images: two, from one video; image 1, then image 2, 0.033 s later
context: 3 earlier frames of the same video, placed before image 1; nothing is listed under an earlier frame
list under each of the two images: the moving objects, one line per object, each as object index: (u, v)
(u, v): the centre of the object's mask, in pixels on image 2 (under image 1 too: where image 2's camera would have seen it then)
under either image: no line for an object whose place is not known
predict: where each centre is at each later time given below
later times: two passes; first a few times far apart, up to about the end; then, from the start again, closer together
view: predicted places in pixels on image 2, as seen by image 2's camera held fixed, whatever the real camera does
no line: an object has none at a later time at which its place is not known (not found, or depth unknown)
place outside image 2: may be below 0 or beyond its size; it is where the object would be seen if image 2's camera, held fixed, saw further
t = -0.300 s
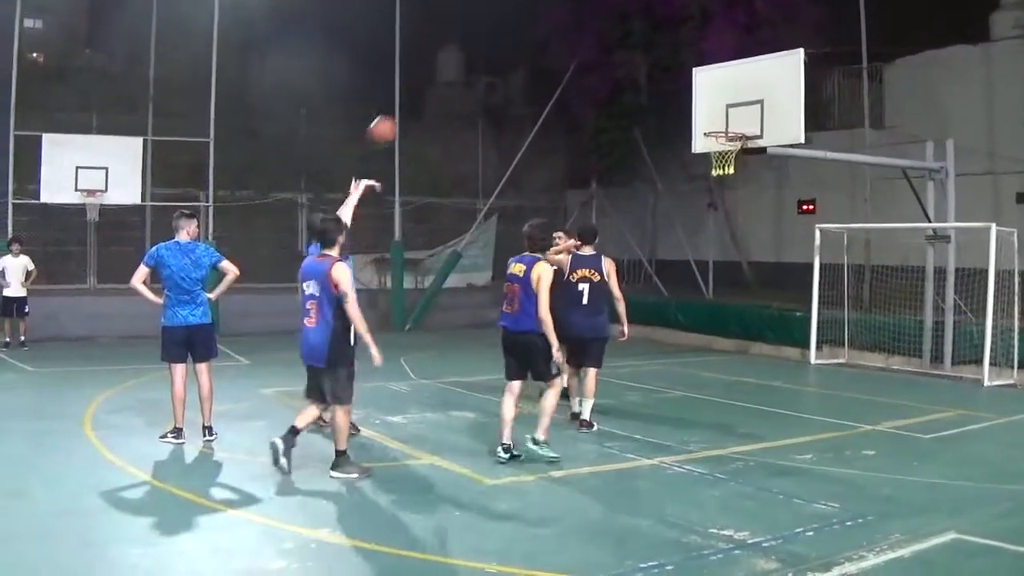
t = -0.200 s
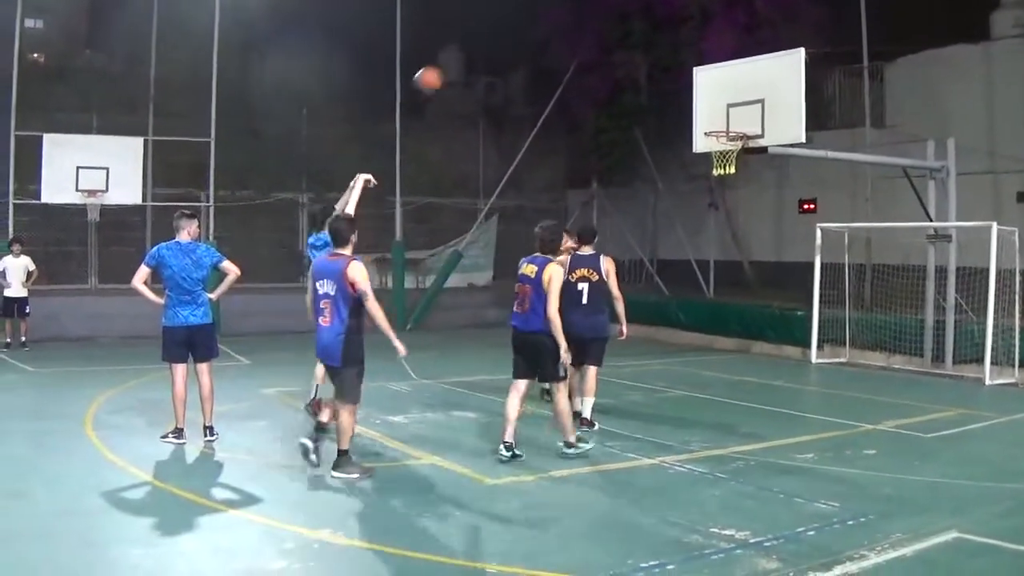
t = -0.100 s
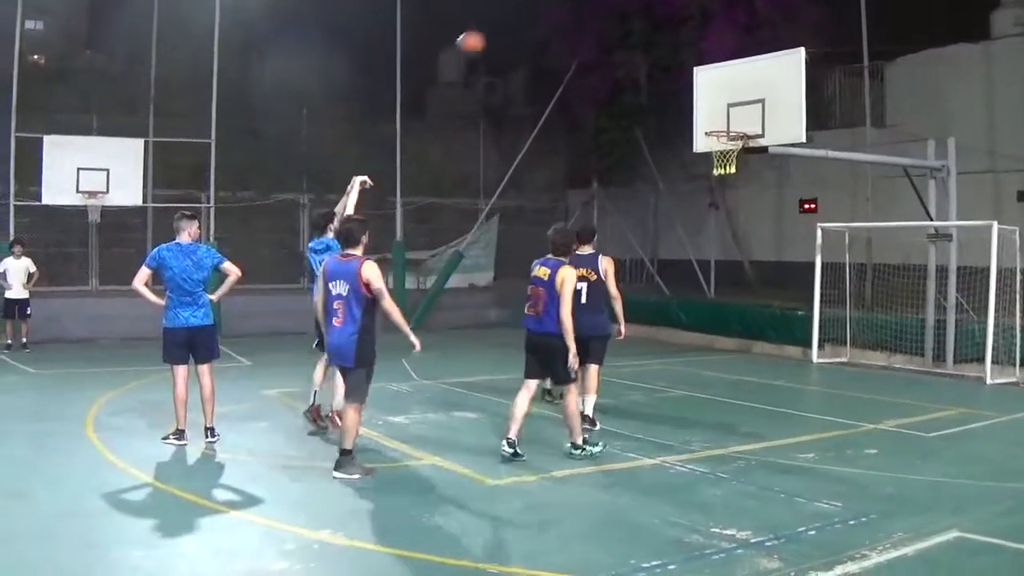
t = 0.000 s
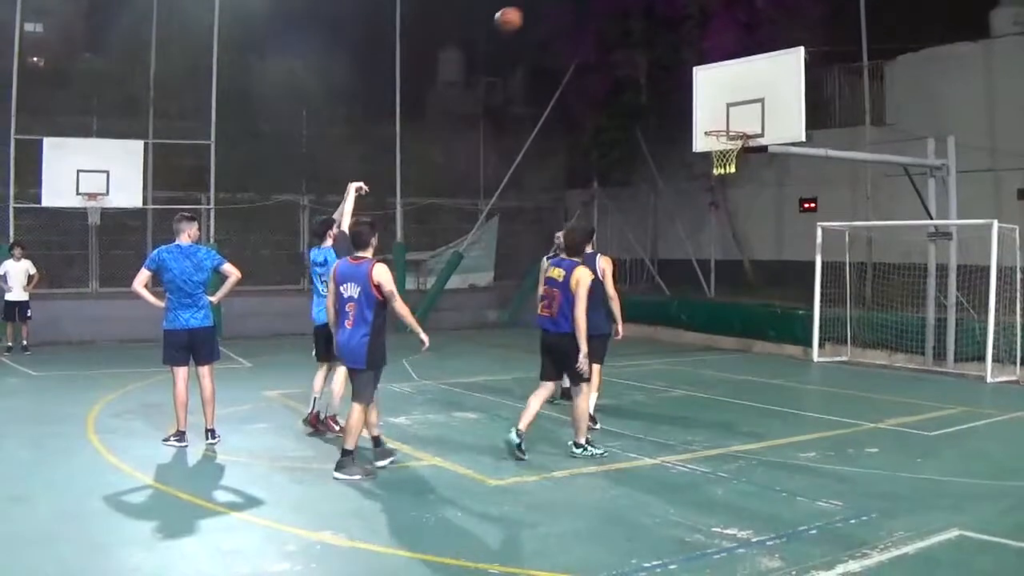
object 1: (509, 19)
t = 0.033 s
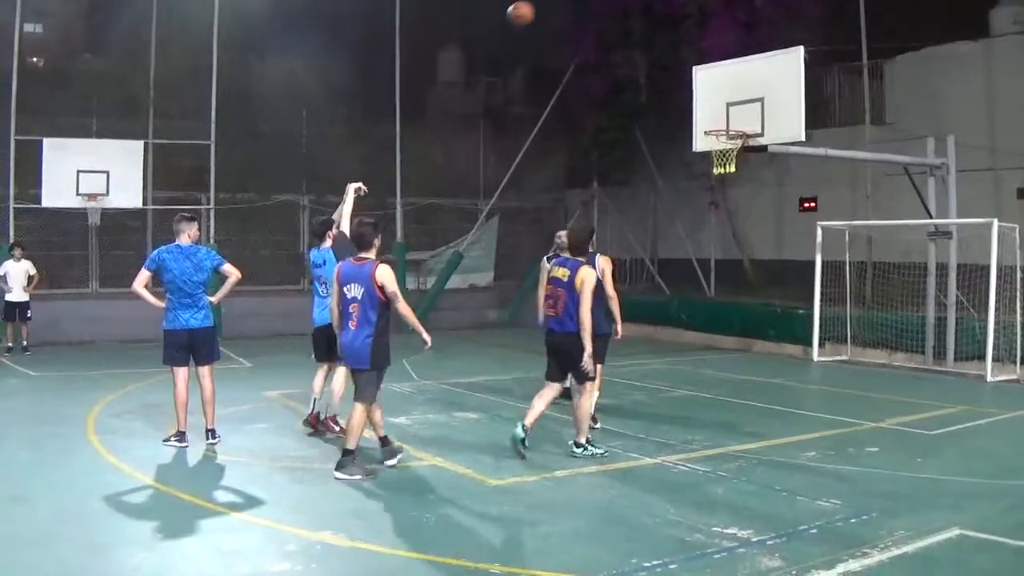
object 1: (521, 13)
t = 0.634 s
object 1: (713, 83)
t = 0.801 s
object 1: (724, 127)
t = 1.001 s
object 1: (740, 119)
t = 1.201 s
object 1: (740, 120)
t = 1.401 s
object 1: (736, 119)
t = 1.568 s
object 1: (731, 135)
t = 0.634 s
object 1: (713, 83)
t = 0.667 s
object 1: (722, 95)
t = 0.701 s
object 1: (731, 109)
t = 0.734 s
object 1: (739, 123)
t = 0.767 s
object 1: (734, 126)
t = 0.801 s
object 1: (724, 127)
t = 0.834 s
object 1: (720, 129)
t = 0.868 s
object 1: (725, 127)
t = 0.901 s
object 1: (732, 126)
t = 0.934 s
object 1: (739, 125)
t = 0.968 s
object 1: (740, 123)
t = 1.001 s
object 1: (740, 119)
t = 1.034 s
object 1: (740, 117)
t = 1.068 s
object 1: (740, 116)
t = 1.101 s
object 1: (740, 116)
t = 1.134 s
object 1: (740, 116)
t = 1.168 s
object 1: (740, 117)
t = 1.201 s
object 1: (740, 120)
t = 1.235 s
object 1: (741, 123)
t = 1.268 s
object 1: (740, 123)
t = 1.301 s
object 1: (739, 121)
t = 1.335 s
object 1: (738, 119)
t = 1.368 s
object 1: (737, 118)
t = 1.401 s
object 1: (736, 119)
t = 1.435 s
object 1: (735, 120)
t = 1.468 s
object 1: (734, 122)
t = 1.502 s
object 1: (733, 126)
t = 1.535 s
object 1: (732, 129)
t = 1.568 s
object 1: (731, 135)
